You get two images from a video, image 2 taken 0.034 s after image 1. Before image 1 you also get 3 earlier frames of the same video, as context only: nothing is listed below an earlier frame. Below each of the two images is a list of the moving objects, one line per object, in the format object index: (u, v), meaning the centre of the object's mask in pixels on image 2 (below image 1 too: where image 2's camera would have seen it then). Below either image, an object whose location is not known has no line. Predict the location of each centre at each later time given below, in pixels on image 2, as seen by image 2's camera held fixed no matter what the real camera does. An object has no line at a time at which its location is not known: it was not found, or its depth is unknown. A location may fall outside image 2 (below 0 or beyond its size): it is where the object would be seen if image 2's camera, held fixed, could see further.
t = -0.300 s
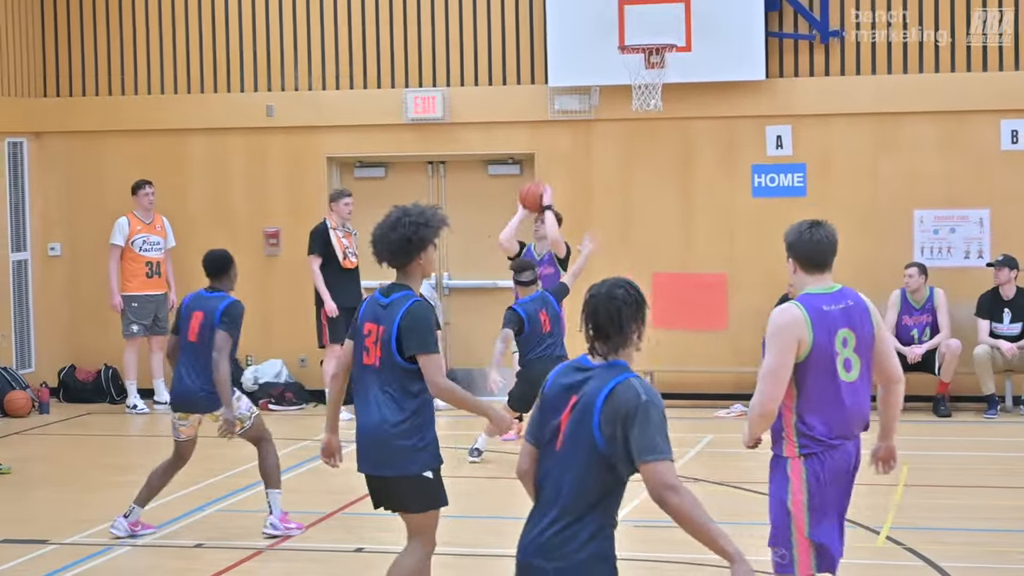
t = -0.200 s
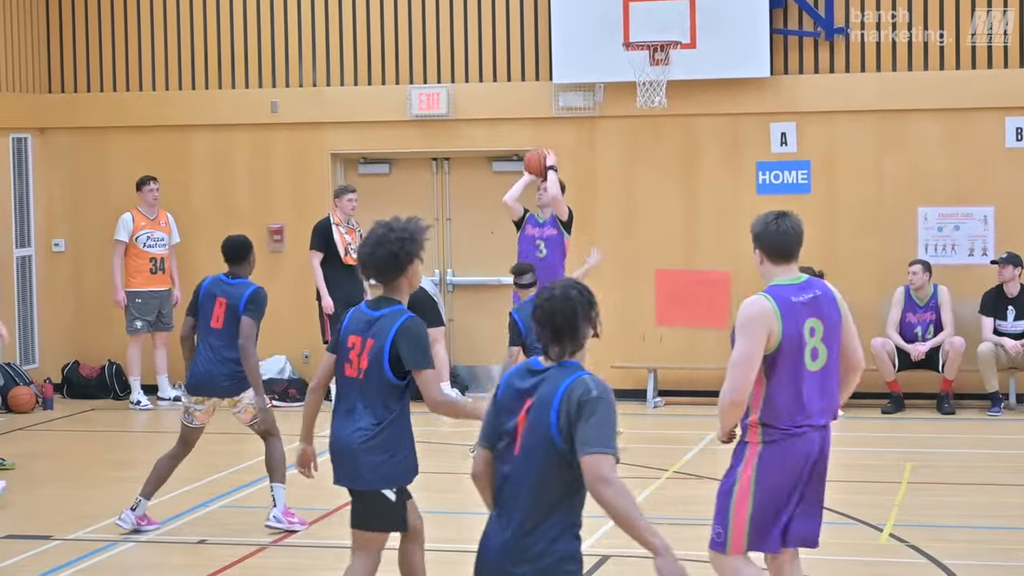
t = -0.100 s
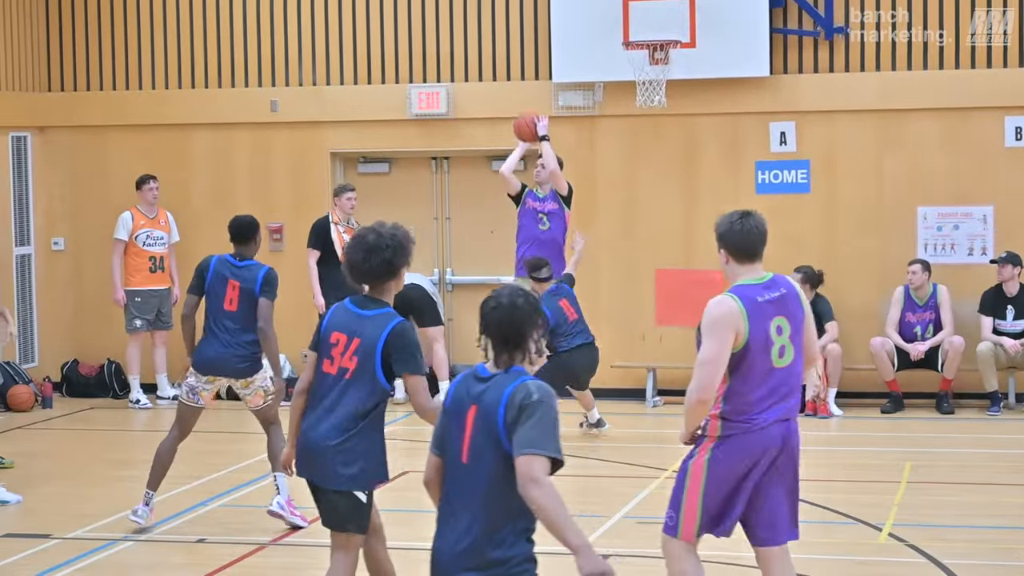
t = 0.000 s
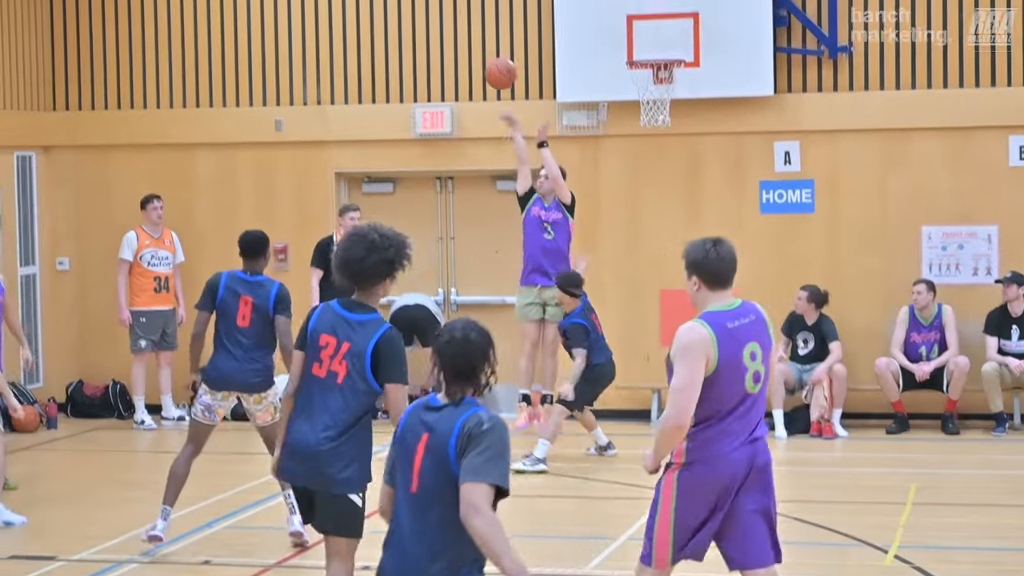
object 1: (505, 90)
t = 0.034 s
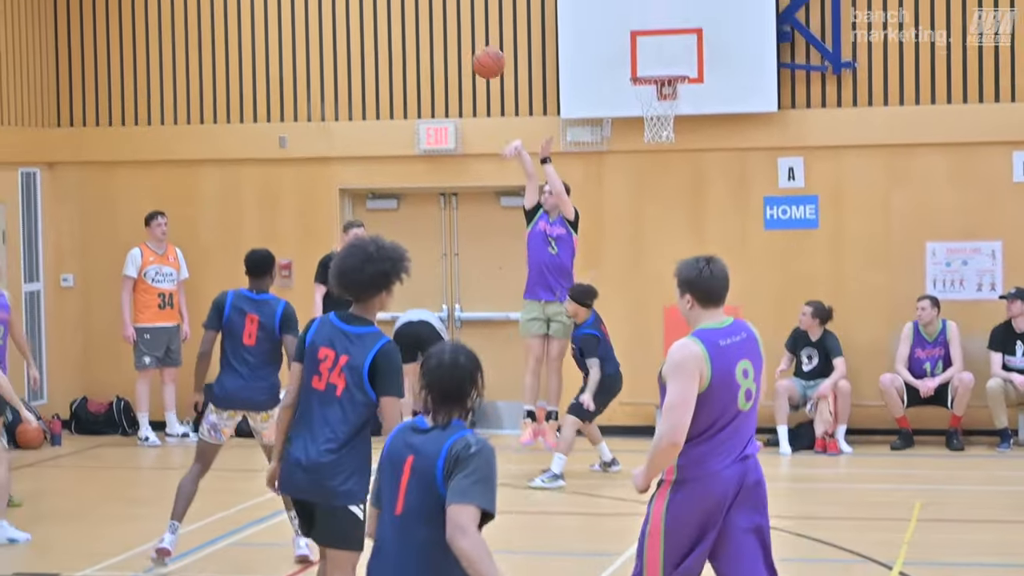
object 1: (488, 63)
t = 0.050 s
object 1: (480, 49)
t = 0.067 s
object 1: (471, 36)
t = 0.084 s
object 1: (462, 23)
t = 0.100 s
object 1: (453, 10)
